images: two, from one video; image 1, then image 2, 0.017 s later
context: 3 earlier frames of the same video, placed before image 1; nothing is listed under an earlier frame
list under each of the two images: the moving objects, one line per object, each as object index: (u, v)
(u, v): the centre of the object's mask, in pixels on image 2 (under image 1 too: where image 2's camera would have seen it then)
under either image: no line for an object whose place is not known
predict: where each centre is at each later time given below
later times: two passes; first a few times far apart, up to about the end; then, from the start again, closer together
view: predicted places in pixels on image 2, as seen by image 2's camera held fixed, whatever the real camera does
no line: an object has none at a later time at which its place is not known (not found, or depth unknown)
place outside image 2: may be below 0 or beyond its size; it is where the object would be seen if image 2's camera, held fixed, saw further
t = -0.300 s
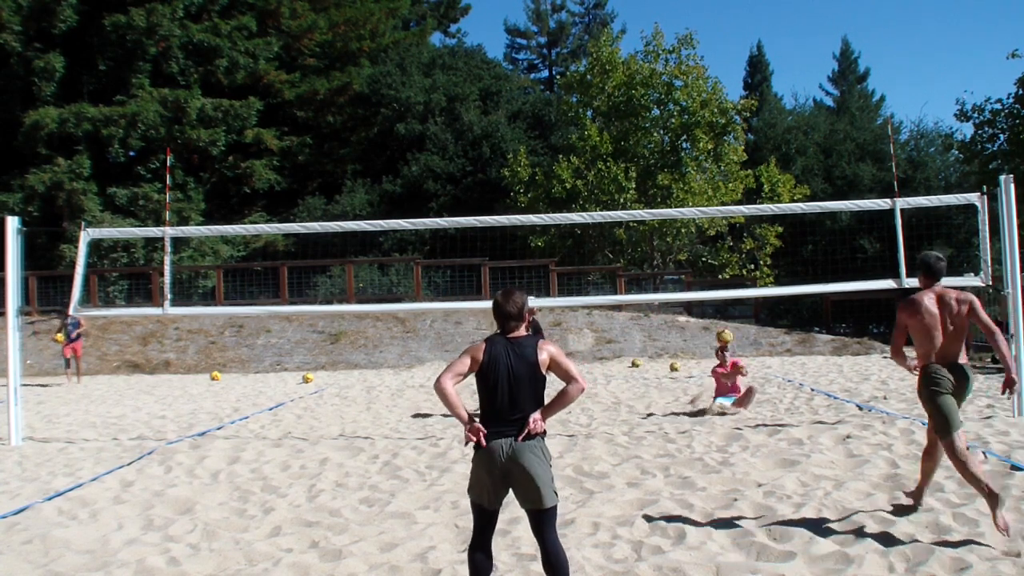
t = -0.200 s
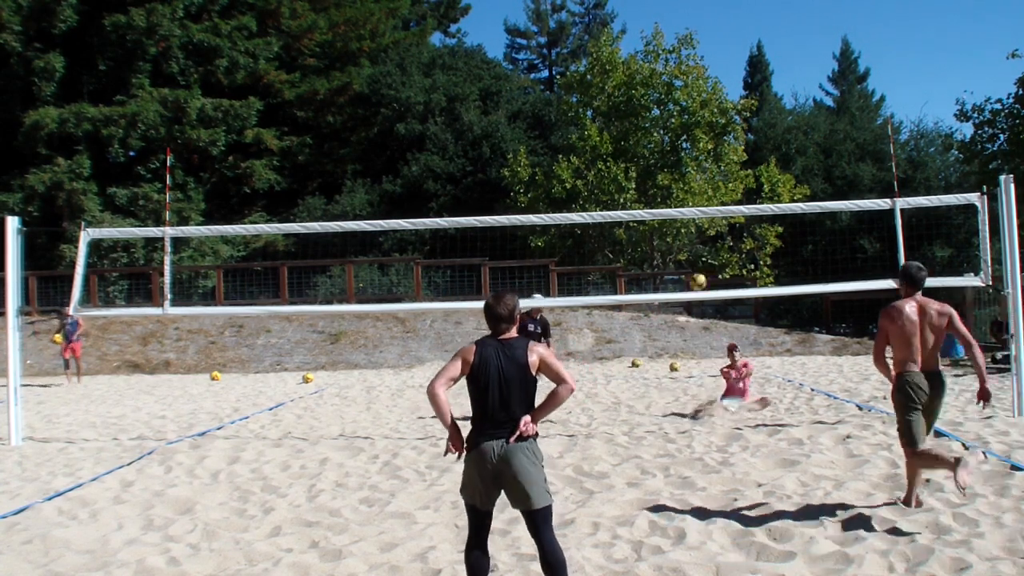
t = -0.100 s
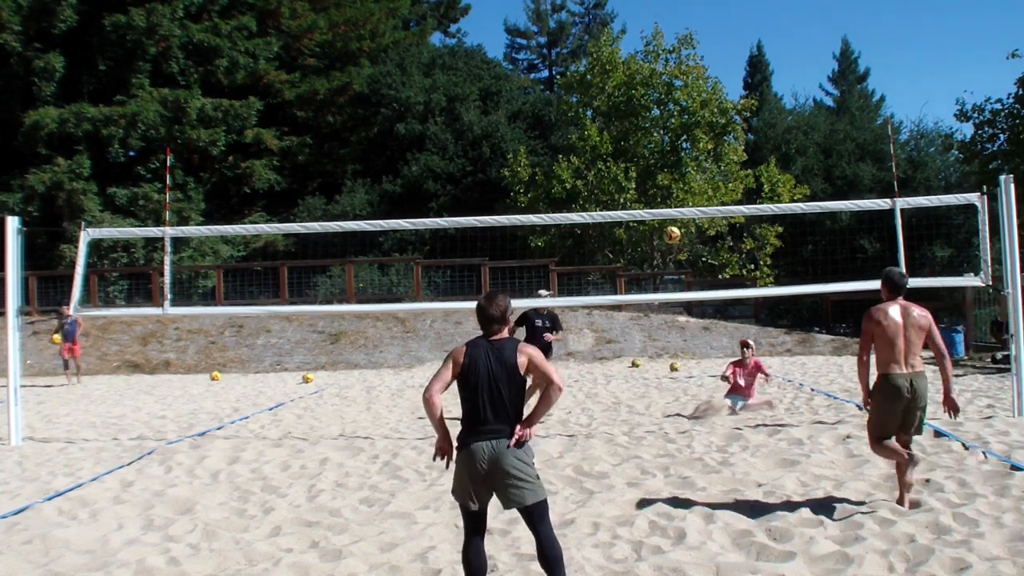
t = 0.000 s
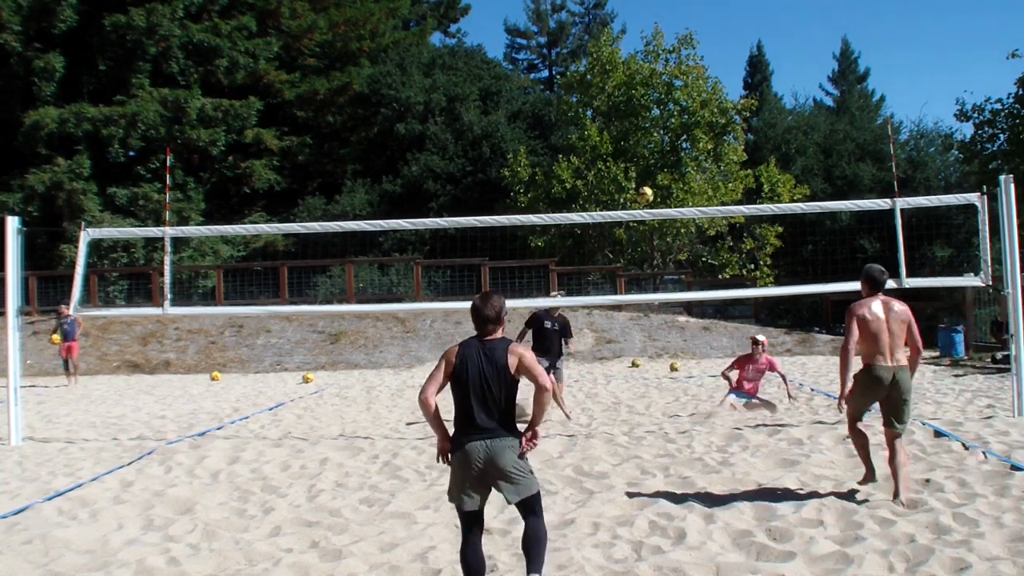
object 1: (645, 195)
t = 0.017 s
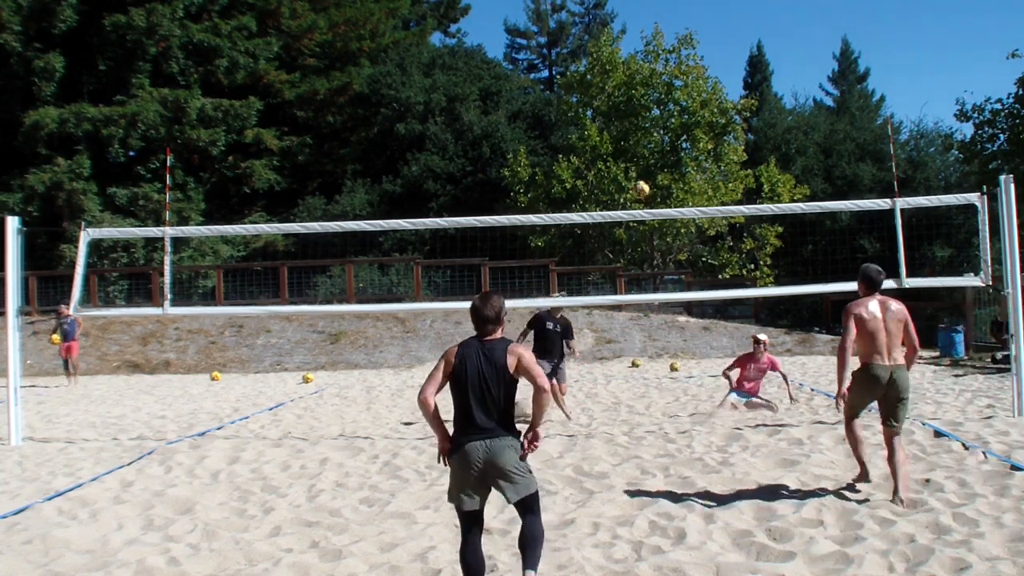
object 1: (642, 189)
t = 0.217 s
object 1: (588, 137)
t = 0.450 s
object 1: (528, 116)
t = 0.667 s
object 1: (475, 136)
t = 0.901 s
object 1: (422, 198)
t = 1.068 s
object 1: (388, 269)
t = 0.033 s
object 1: (635, 184)
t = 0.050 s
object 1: (633, 178)
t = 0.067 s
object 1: (628, 173)
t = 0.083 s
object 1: (622, 169)
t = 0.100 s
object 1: (619, 164)
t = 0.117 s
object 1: (615, 158)
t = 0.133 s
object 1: (610, 155)
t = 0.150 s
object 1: (605, 151)
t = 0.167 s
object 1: (601, 147)
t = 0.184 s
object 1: (597, 145)
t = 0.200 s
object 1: (593, 141)
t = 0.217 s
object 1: (588, 137)
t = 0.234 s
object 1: (583, 134)
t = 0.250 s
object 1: (579, 132)
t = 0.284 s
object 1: (570, 127)
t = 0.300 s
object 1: (566, 125)
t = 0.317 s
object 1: (563, 123)
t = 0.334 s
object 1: (558, 121)
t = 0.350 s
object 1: (553, 120)
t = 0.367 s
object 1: (549, 119)
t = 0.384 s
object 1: (545, 118)
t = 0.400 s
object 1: (541, 117)
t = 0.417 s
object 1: (536, 117)
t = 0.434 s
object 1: (533, 117)
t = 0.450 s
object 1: (528, 116)
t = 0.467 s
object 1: (524, 117)
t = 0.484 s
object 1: (520, 117)
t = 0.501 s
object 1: (516, 118)
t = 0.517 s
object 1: (512, 118)
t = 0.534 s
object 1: (508, 119)
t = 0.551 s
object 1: (504, 120)
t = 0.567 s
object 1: (500, 122)
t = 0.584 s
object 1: (496, 124)
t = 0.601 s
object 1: (492, 126)
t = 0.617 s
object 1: (488, 128)
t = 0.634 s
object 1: (483, 130)
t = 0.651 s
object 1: (479, 133)
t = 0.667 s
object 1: (475, 136)
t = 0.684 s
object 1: (472, 139)
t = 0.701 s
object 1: (468, 142)
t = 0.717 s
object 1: (464, 145)
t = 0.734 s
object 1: (459, 149)
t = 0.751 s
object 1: (456, 153)
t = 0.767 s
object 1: (452, 157)
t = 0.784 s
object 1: (449, 161)
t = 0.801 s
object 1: (444, 166)
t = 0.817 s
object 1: (441, 171)
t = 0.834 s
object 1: (437, 176)
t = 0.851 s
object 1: (433, 181)
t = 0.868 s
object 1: (430, 186)
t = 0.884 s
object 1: (426, 192)
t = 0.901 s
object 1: (422, 198)
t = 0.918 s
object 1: (419, 204)
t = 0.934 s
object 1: (415, 210)
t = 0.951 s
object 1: (412, 214)
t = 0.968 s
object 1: (408, 217)
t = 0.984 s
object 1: (405, 234)
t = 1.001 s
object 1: (402, 239)
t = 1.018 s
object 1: (398, 246)
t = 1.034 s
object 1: (395, 253)
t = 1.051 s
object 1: (391, 261)
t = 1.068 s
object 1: (388, 269)
